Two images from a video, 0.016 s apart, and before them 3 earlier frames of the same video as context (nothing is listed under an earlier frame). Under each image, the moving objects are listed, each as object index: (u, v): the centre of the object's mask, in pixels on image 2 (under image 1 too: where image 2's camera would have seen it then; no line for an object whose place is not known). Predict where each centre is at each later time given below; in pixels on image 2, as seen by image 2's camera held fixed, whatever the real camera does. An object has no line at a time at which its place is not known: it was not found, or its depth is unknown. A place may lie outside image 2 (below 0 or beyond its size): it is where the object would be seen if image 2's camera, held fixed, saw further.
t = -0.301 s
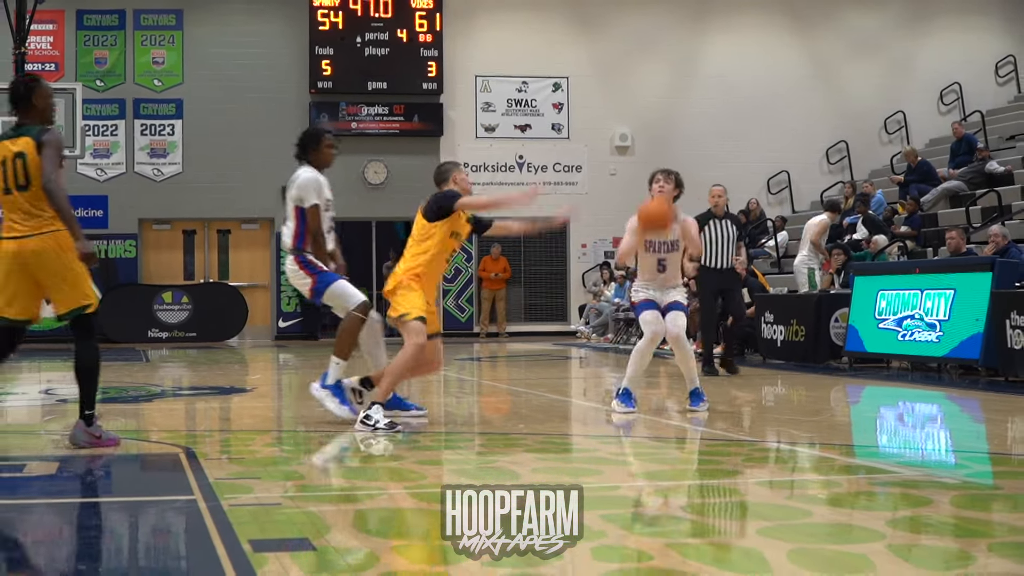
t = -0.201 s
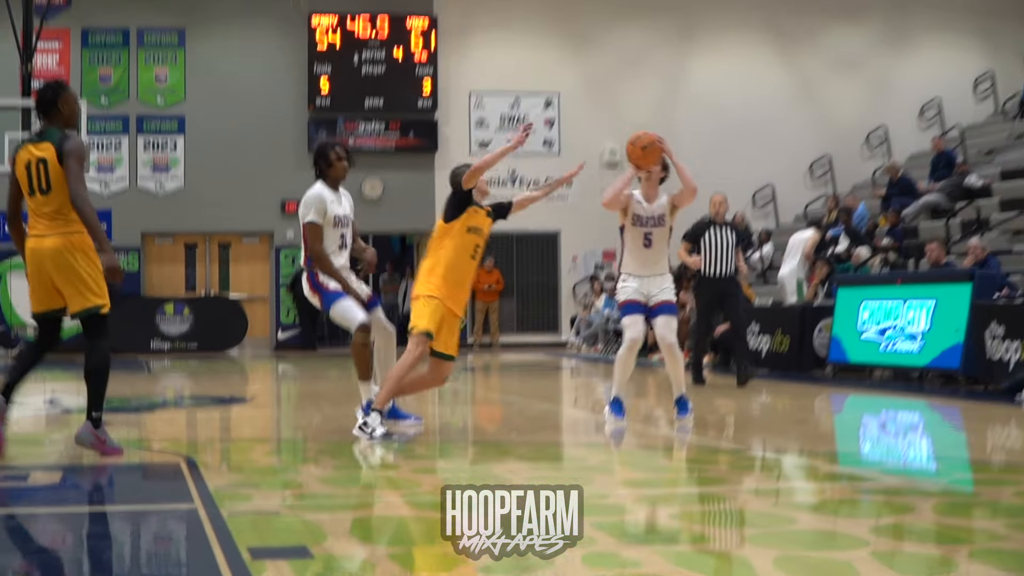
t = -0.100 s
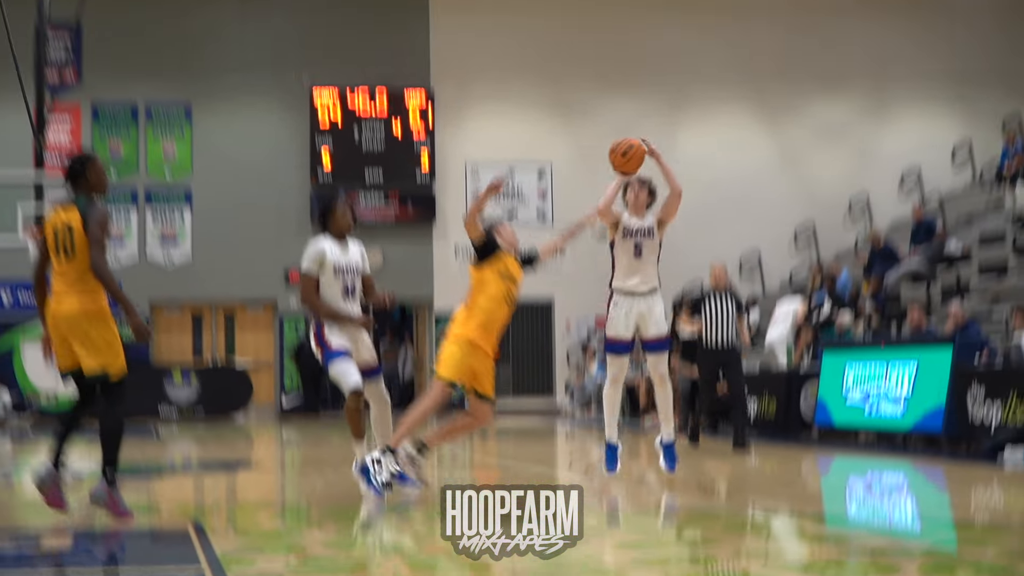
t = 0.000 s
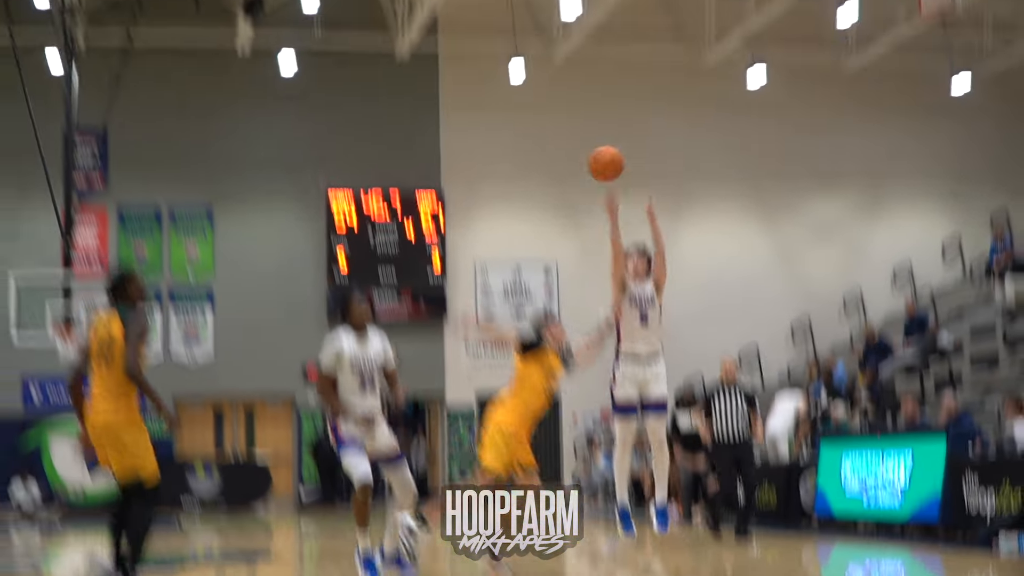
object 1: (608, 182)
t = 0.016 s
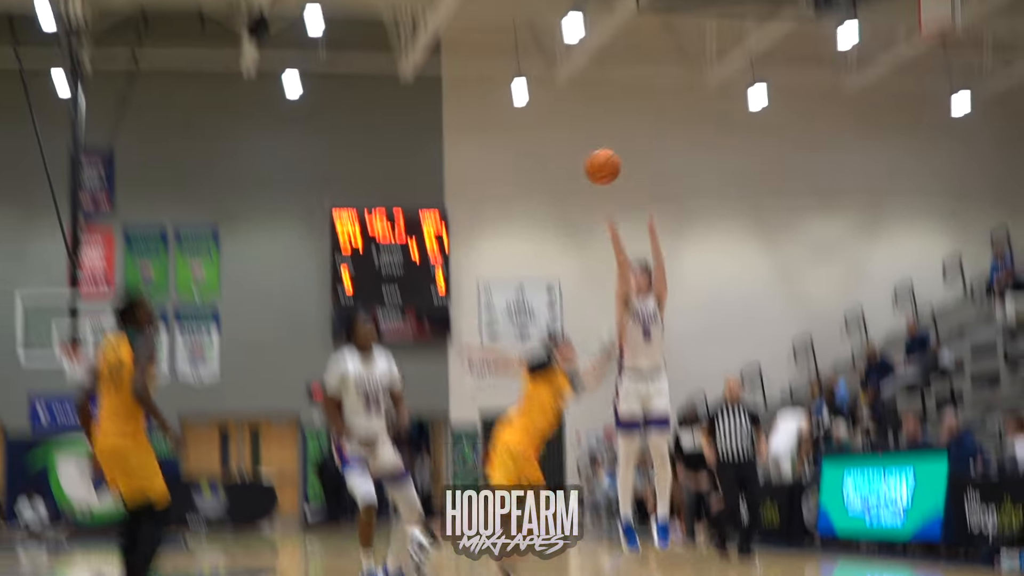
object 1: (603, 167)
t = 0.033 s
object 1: (596, 150)
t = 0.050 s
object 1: (590, 134)
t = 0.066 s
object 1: (584, 118)
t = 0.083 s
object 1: (577, 102)
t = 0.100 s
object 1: (571, 86)
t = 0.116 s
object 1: (564, 71)
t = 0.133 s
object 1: (557, 56)
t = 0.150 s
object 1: (550, 40)
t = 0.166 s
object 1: (544, 25)
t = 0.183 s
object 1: (538, 9)
